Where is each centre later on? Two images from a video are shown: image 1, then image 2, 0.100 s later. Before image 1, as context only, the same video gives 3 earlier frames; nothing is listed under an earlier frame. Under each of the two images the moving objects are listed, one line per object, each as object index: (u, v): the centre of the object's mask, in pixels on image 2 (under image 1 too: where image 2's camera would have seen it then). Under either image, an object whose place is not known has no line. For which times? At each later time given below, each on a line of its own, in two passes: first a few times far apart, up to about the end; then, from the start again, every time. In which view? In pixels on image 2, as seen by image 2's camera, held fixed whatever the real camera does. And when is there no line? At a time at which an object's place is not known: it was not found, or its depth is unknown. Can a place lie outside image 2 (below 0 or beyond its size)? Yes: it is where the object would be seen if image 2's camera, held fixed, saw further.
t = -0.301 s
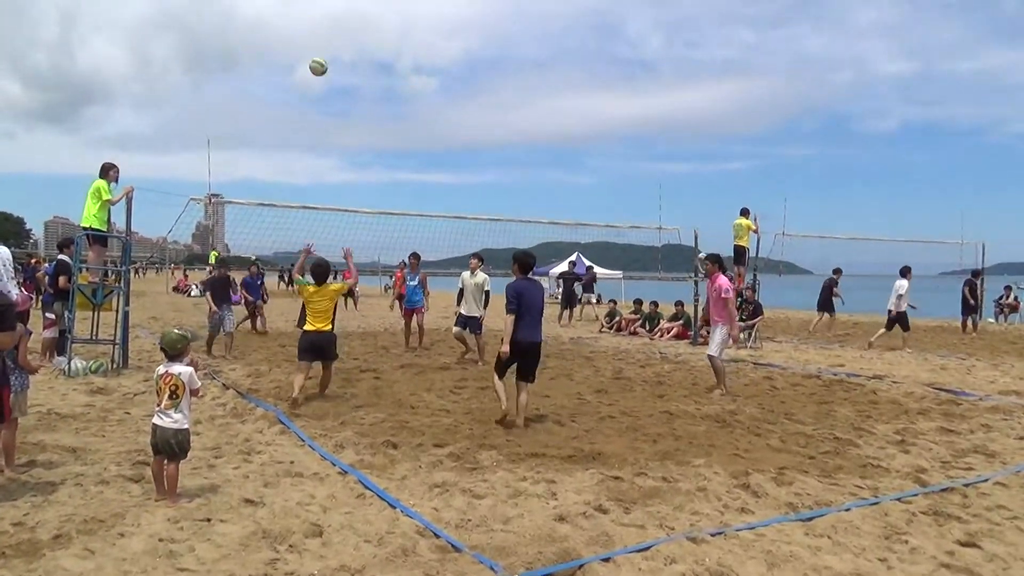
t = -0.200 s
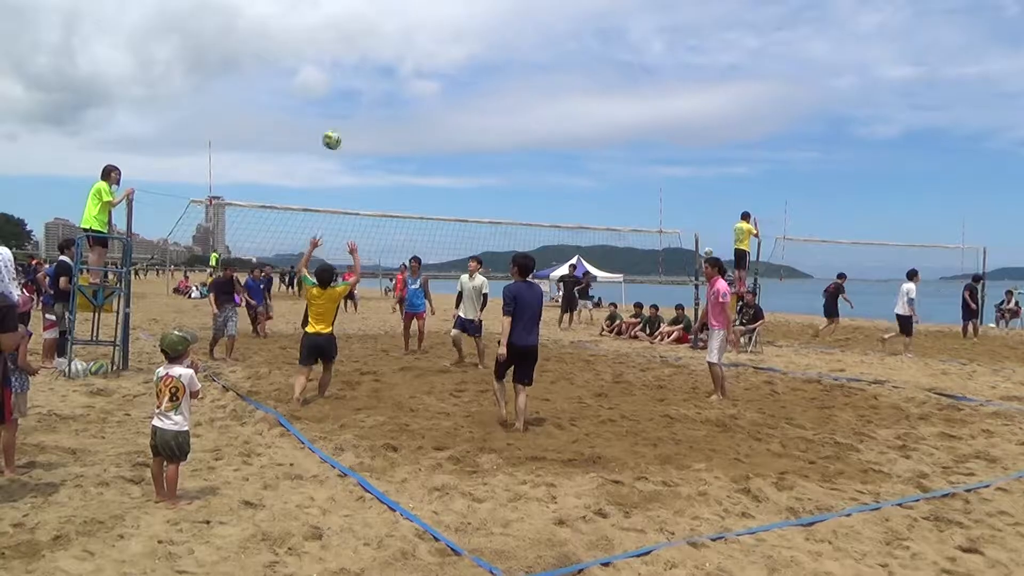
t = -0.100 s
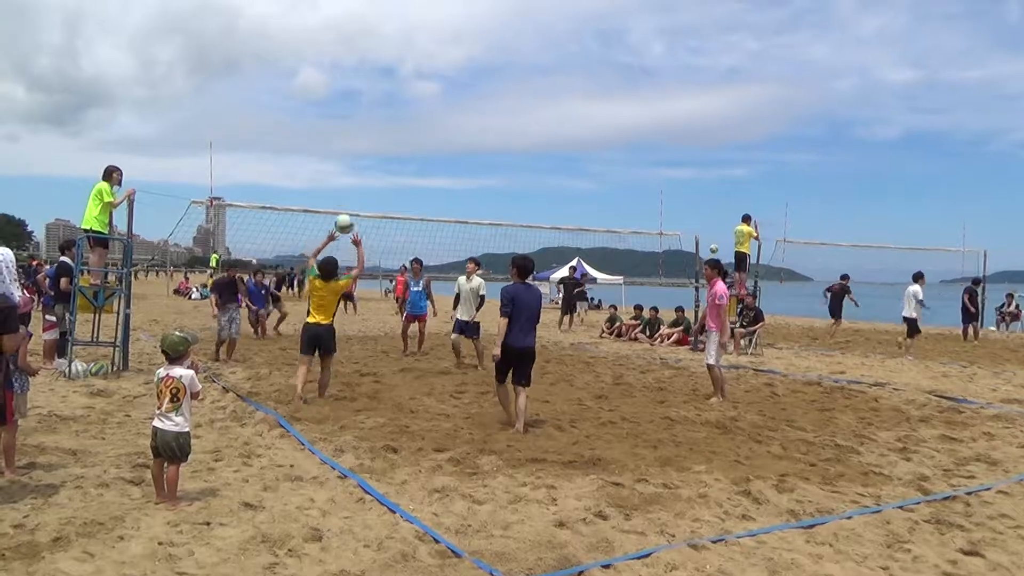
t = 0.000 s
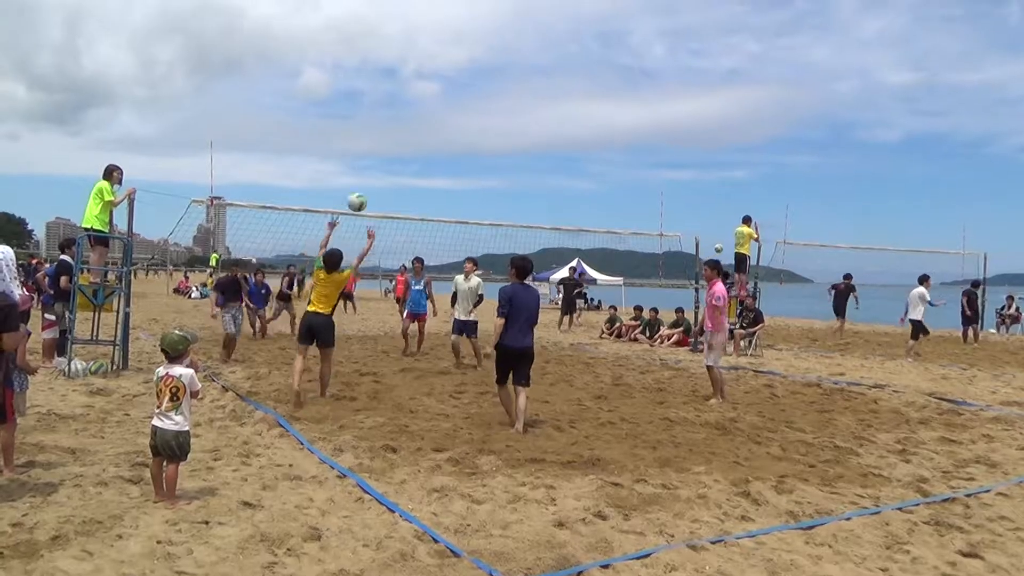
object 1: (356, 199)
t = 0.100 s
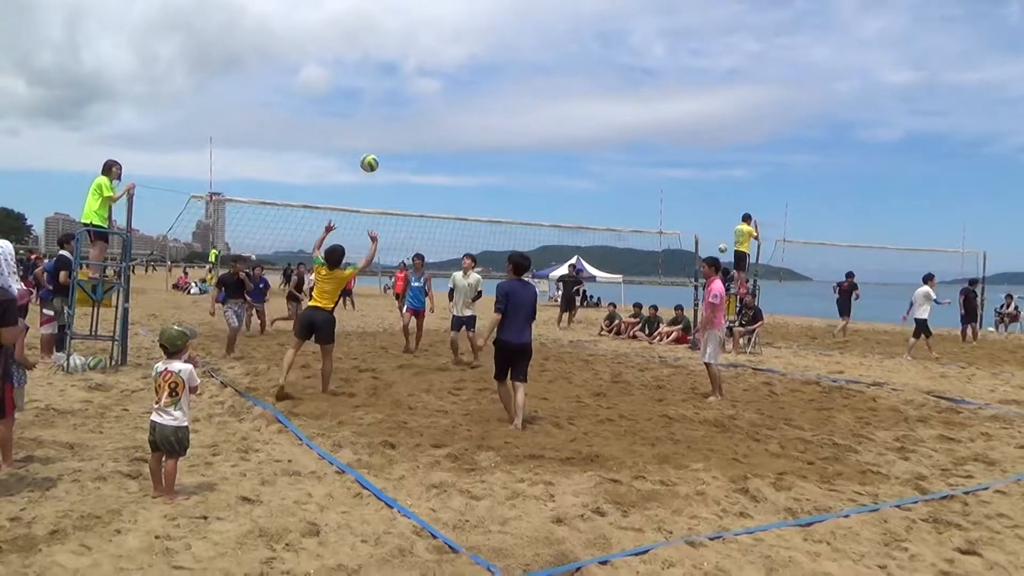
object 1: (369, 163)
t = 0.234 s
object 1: (385, 131)
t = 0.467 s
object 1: (407, 114)
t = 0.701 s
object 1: (424, 135)
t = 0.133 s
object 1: (373, 154)
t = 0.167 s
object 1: (377, 145)
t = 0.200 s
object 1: (381, 137)
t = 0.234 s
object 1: (385, 131)
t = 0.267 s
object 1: (388, 126)
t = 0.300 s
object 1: (392, 123)
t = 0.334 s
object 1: (394, 120)
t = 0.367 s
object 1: (398, 117)
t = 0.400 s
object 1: (400, 115)
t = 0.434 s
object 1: (404, 114)
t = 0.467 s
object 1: (407, 114)
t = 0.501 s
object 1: (409, 115)
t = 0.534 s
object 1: (412, 116)
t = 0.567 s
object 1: (415, 119)
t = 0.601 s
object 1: (418, 122)
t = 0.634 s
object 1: (421, 126)
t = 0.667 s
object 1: (423, 130)
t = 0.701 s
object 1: (424, 135)
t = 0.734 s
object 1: (427, 142)
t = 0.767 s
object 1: (429, 148)
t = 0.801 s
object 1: (431, 156)
